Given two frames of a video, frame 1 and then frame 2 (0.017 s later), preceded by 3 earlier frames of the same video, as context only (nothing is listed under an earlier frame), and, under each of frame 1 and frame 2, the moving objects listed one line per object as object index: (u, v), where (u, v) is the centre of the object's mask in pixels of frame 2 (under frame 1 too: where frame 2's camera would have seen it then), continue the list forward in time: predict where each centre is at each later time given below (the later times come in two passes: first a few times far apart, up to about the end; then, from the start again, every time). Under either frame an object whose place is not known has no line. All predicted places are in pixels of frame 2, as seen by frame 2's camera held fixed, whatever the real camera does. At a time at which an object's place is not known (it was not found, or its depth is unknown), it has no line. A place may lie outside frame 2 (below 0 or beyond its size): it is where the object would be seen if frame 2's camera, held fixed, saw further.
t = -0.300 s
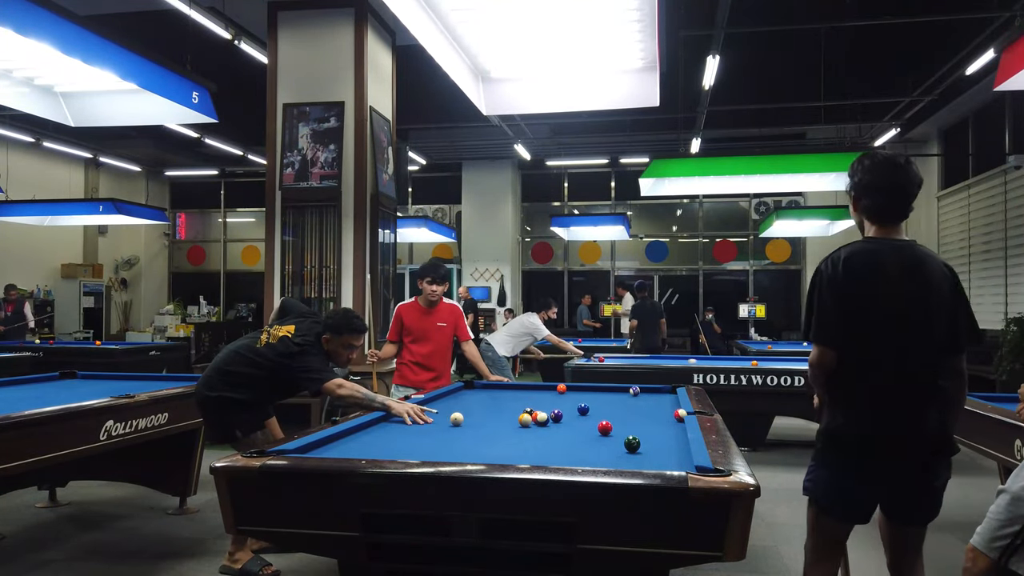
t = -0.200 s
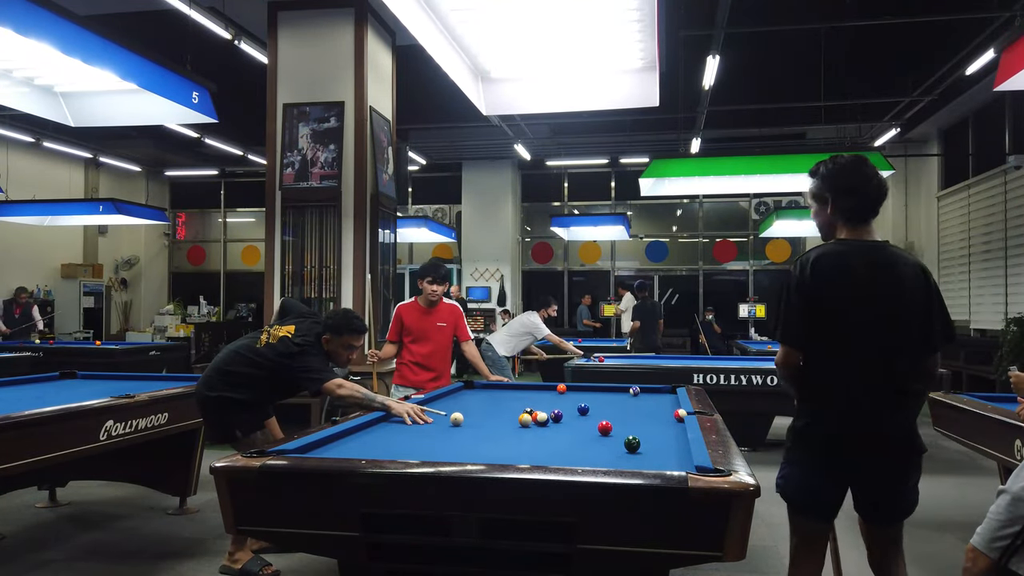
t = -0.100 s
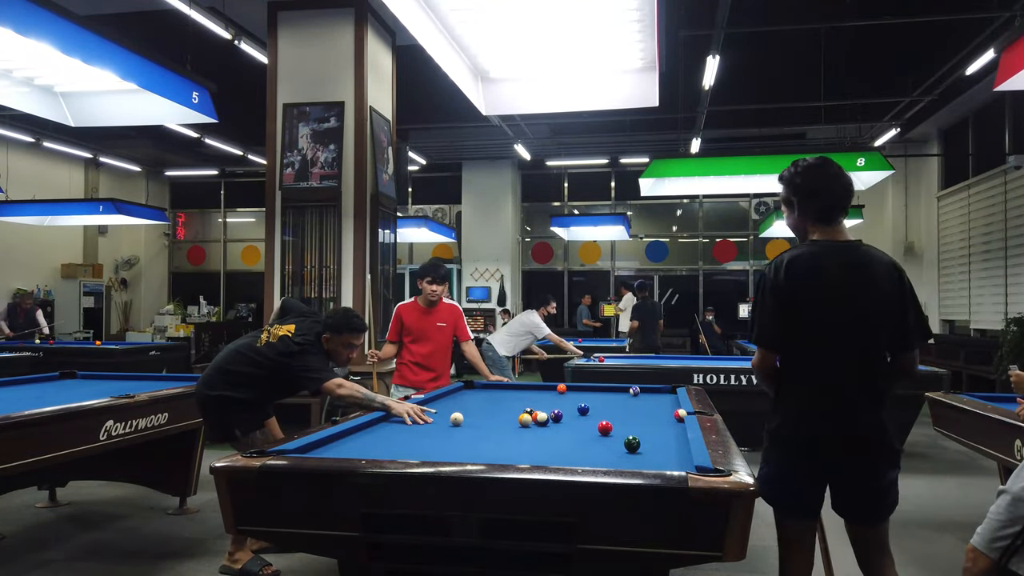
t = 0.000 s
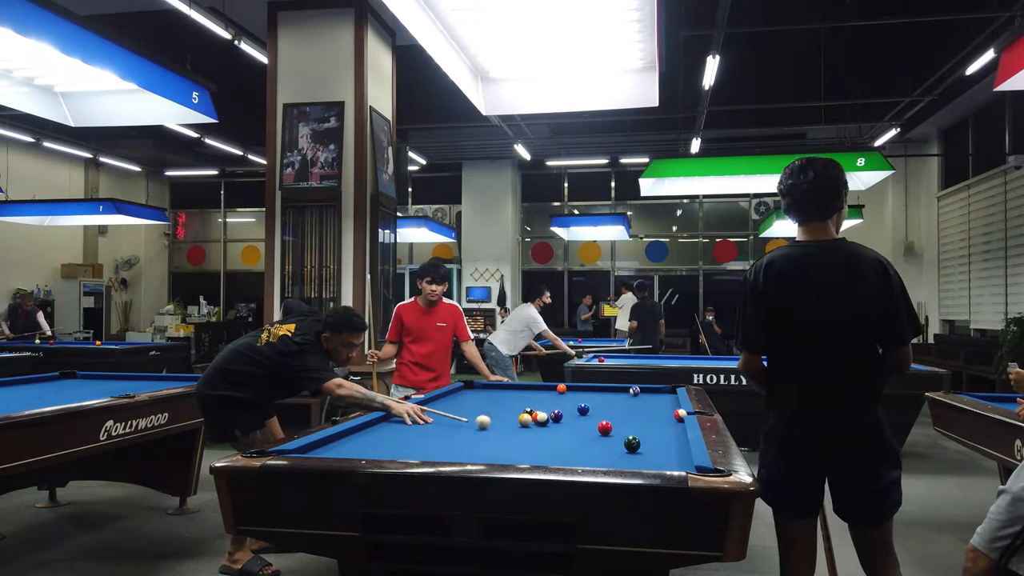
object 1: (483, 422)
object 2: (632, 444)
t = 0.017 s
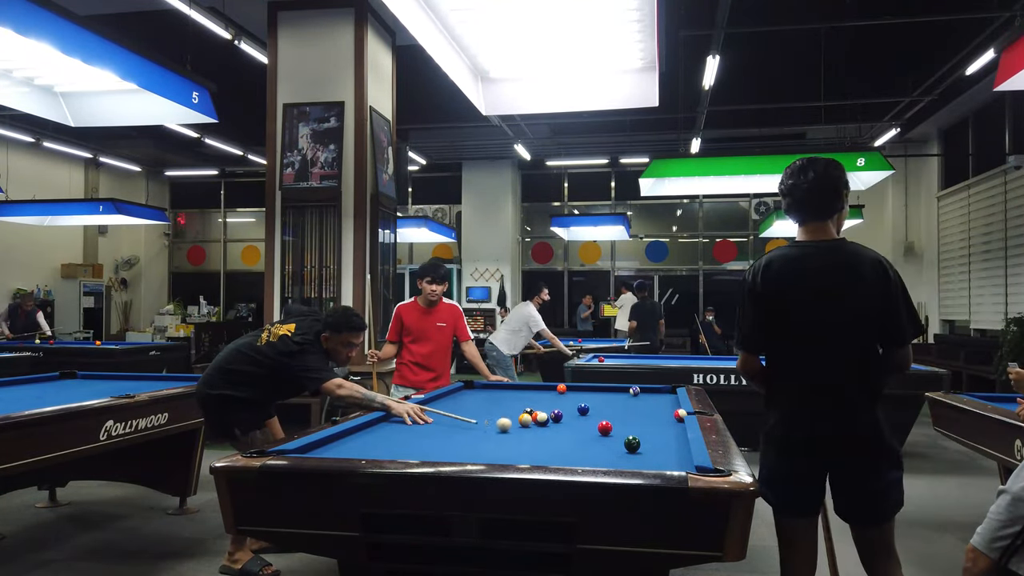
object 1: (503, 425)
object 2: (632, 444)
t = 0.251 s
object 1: (635, 439)
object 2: (678, 464)
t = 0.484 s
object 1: (539, 433)
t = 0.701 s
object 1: (465, 429)
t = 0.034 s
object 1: (524, 428)
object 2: (632, 444)
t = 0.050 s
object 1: (545, 431)
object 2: (632, 444)
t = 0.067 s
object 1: (566, 433)
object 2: (632, 444)
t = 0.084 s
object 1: (587, 436)
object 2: (632, 444)
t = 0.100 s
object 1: (608, 439)
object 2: (632, 444)
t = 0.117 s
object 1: (625, 437)
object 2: (633, 444)
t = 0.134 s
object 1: (646, 439)
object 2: (639, 447)
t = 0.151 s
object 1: (660, 441)
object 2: (645, 450)
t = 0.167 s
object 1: (677, 441)
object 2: (650, 453)
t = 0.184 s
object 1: (673, 441)
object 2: (656, 456)
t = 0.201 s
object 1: (661, 440)
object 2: (662, 459)
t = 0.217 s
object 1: (651, 440)
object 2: (667, 461)
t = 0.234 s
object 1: (642, 439)
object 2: (673, 462)
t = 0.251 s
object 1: (635, 439)
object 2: (678, 464)
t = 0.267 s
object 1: (627, 438)
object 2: (683, 466)
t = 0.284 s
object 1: (620, 438)
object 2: (689, 467)
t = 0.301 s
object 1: (613, 437)
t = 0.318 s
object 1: (606, 437)
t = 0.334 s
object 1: (598, 437)
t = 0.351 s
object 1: (591, 436)
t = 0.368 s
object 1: (585, 436)
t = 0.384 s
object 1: (578, 435)
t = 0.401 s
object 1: (571, 435)
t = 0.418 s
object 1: (565, 435)
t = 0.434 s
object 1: (558, 434)
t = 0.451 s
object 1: (552, 434)
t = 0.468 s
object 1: (546, 434)
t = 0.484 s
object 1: (539, 433)
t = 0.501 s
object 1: (533, 433)
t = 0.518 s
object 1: (527, 433)
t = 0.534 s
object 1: (521, 432)
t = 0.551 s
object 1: (515, 432)
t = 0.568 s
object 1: (509, 432)
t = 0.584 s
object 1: (503, 431)
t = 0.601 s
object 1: (498, 431)
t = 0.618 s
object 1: (492, 431)
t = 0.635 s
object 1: (486, 430)
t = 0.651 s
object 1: (481, 430)
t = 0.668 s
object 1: (475, 430)
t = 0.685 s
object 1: (470, 430)
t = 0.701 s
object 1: (465, 429)
